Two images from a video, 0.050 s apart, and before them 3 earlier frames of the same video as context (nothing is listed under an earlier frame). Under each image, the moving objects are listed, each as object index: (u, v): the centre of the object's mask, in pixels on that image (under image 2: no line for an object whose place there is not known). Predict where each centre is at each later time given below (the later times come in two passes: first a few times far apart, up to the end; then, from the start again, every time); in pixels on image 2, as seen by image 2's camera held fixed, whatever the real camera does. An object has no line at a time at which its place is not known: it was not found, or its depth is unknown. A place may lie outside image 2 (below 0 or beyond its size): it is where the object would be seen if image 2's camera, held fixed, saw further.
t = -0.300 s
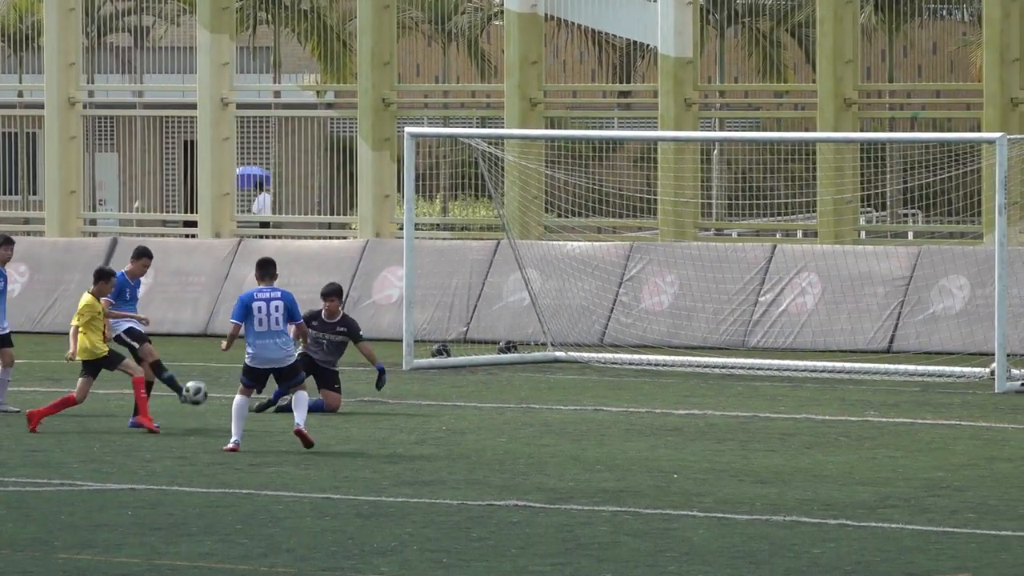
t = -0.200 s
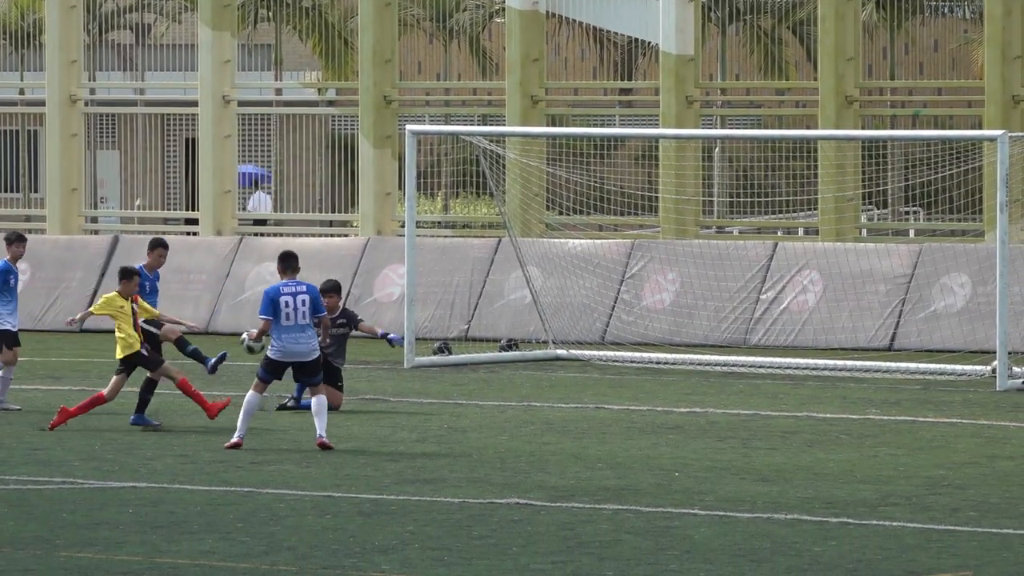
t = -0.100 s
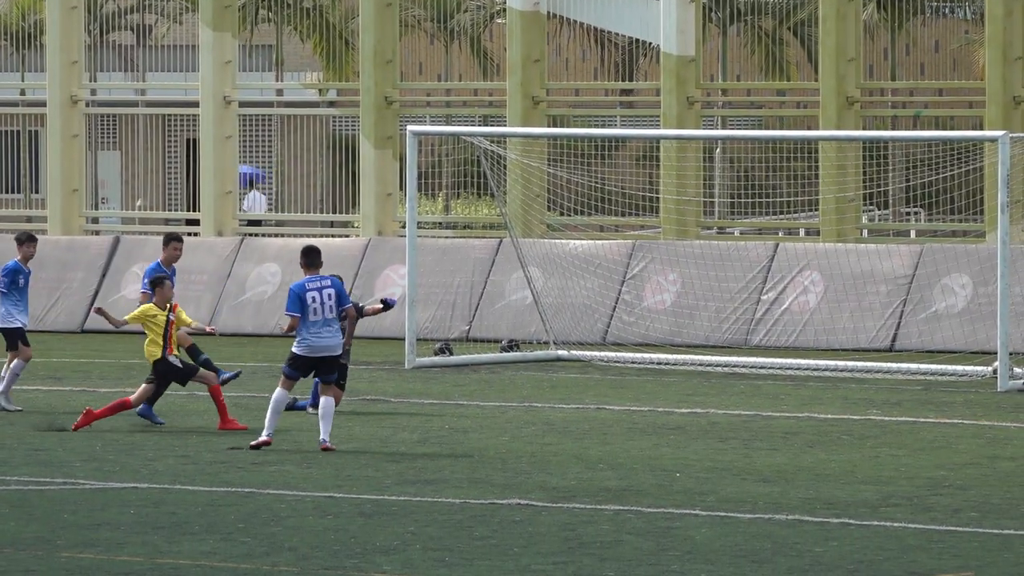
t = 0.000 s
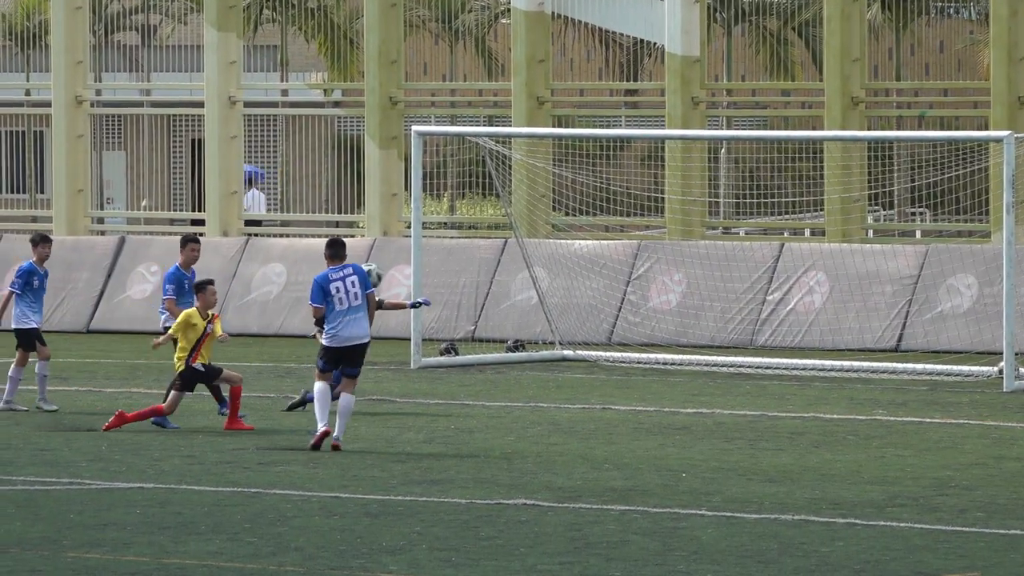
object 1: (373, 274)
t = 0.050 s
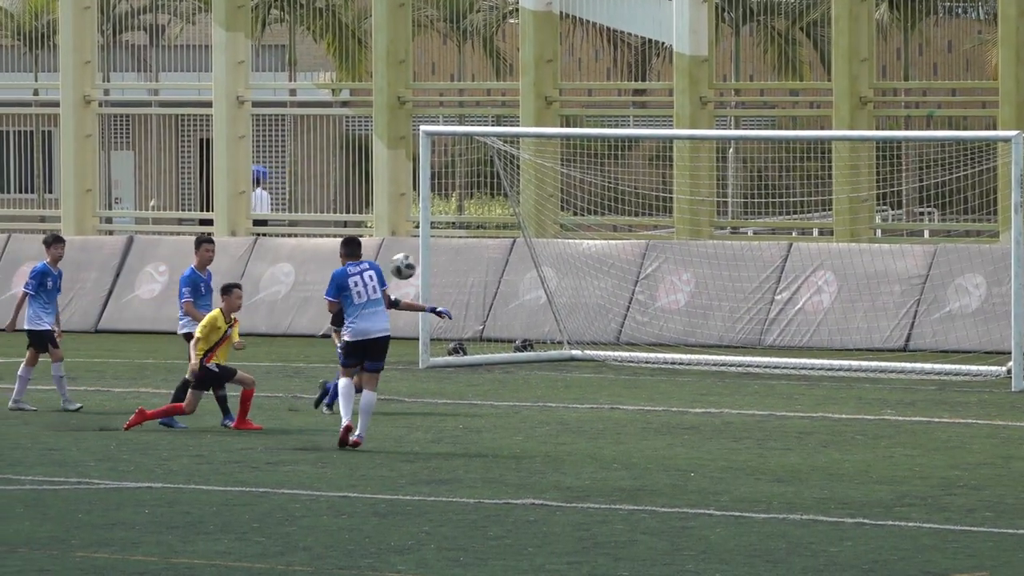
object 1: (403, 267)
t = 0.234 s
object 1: (496, 256)
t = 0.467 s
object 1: (612, 303)
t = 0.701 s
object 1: (727, 425)
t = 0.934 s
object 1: (765, 441)
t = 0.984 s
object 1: (762, 426)
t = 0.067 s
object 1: (411, 264)
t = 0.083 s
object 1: (420, 261)
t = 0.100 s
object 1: (428, 259)
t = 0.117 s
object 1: (437, 258)
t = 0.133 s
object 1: (445, 257)
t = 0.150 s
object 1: (454, 255)
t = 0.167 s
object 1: (463, 255)
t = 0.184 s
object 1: (471, 254)
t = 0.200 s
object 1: (480, 254)
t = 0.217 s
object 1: (488, 255)
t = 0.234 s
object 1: (496, 256)
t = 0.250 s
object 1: (505, 257)
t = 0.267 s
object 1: (513, 258)
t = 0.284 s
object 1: (521, 260)
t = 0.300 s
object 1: (530, 262)
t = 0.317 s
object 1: (538, 265)
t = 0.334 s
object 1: (546, 267)
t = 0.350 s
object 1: (555, 270)
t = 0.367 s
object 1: (563, 274)
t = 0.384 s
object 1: (571, 278)
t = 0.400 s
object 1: (579, 282)
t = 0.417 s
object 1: (588, 287)
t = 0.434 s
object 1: (596, 291)
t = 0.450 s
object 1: (604, 297)
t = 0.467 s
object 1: (612, 303)
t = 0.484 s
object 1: (620, 309)
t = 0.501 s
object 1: (629, 315)
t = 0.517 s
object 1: (637, 322)
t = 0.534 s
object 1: (645, 329)
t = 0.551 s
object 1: (652, 336)
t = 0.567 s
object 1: (661, 345)
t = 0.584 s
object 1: (669, 354)
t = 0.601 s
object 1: (678, 362)
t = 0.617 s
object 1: (685, 372)
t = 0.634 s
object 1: (693, 381)
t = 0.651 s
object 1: (702, 391)
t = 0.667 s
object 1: (710, 402)
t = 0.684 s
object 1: (718, 414)
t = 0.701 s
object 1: (727, 425)
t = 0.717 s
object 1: (734, 437)
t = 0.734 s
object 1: (742, 449)
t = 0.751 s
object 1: (751, 462)
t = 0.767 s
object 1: (759, 476)
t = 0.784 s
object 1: (768, 491)
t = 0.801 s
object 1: (772, 496)
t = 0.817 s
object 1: (771, 488)
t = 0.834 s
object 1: (770, 480)
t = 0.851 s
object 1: (769, 472)
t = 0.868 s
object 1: (769, 465)
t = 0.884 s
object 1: (767, 459)
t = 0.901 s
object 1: (766, 452)
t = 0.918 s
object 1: (765, 446)
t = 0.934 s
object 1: (765, 441)
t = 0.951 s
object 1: (763, 436)
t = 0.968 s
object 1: (762, 431)
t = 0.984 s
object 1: (762, 426)
